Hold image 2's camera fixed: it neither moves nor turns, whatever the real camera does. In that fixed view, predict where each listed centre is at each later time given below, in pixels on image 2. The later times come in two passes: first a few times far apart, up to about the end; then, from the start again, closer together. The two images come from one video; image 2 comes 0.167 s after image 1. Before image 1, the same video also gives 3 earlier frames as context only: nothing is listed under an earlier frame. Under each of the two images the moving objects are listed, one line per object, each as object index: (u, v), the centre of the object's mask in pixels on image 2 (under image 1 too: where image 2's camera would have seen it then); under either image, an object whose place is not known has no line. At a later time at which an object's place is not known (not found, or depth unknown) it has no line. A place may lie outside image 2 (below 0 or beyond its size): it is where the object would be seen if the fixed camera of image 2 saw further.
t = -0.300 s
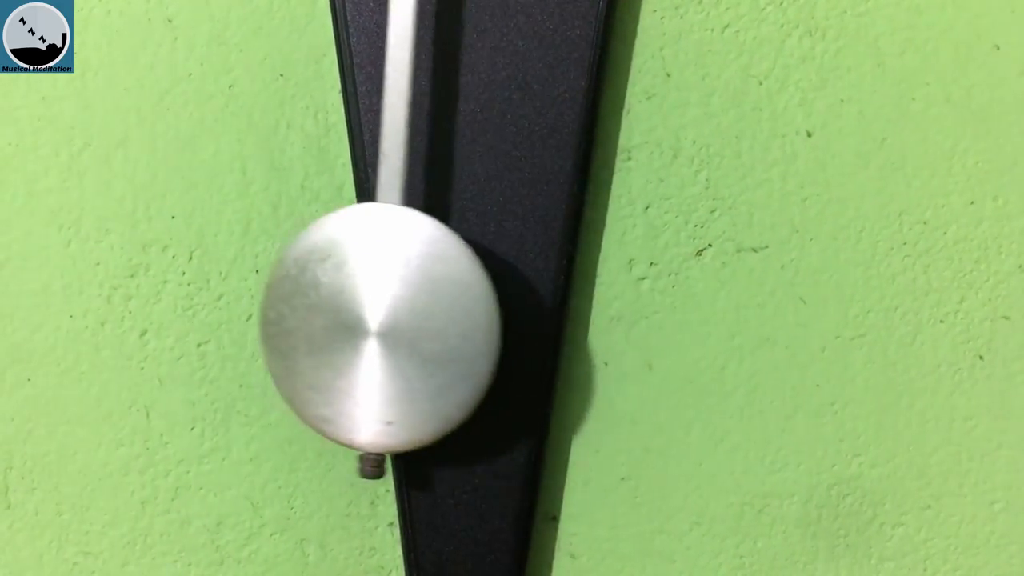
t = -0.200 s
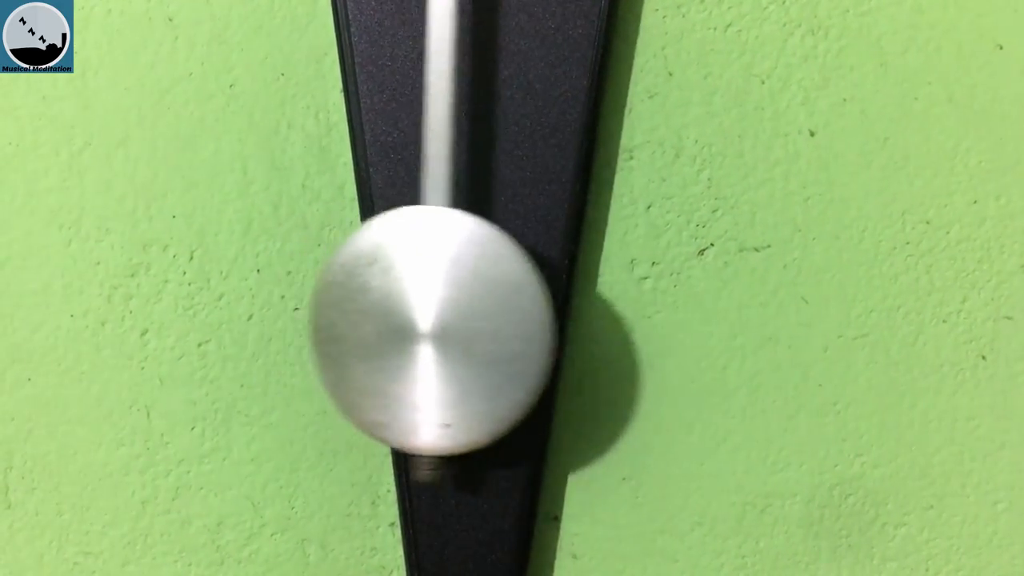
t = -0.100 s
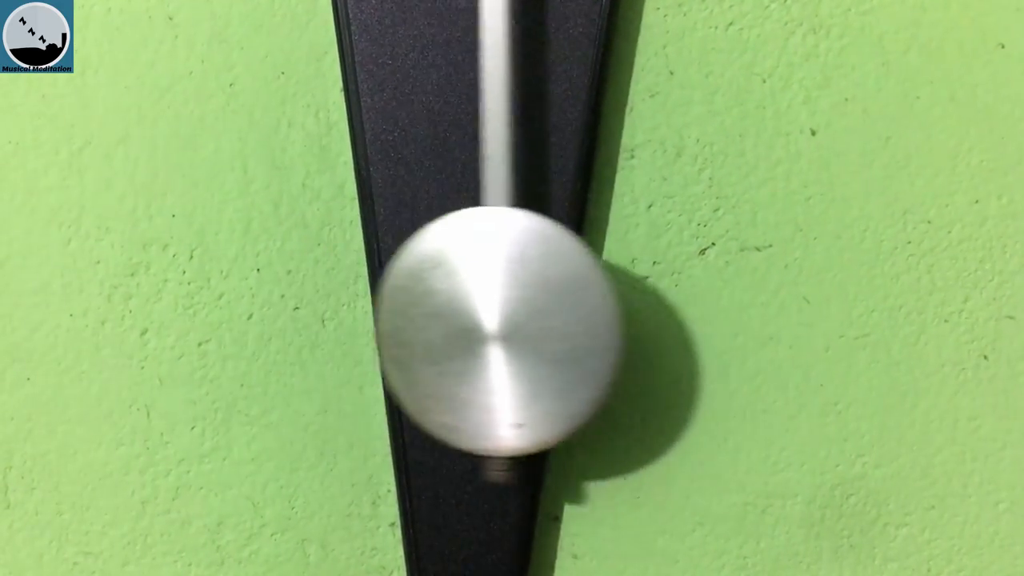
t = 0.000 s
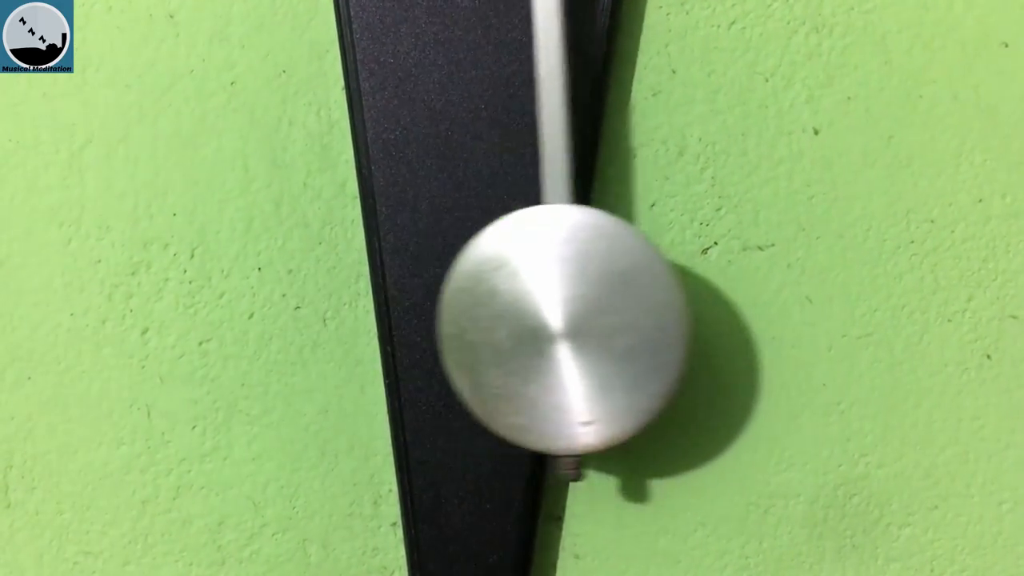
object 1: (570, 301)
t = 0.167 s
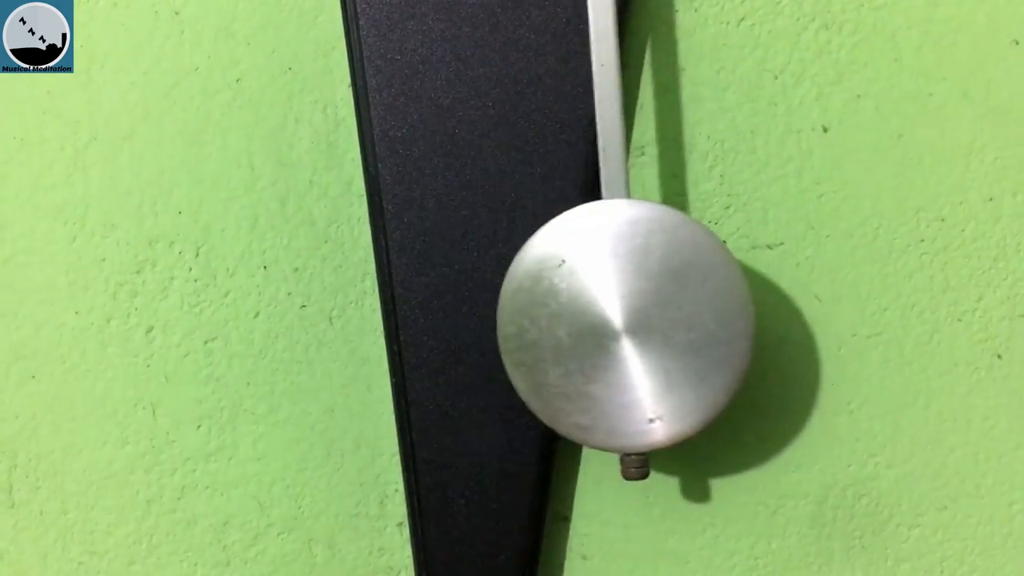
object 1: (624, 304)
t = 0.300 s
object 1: (596, 305)
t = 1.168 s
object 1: (566, 305)
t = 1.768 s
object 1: (422, 298)
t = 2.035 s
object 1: (399, 302)
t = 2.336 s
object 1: (573, 301)
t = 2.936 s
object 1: (424, 301)
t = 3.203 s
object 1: (395, 303)
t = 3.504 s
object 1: (565, 302)
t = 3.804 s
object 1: (596, 305)
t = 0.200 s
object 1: (623, 305)
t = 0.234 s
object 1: (618, 305)
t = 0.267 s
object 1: (609, 305)
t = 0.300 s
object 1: (596, 305)
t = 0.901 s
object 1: (411, 302)
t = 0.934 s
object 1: (427, 303)
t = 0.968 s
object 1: (445, 303)
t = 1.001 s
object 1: (464, 303)
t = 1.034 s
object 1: (485, 303)
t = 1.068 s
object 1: (506, 305)
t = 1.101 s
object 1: (527, 305)
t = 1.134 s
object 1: (547, 303)
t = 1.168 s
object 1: (566, 305)
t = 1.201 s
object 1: (583, 305)
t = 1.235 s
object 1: (597, 304)
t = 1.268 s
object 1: (608, 305)
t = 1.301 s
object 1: (615, 305)
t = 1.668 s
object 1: (480, 299)
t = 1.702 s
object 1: (459, 299)
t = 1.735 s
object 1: (440, 297)
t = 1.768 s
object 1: (422, 298)
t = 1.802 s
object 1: (407, 299)
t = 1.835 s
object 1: (394, 299)
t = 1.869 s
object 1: (385, 300)
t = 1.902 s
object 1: (380, 300)
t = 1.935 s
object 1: (379, 301)
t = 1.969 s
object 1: (381, 301)
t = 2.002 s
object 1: (388, 302)
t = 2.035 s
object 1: (399, 302)
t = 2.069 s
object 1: (412, 301)
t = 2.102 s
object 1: (429, 302)
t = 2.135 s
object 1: (448, 302)
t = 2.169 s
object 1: (468, 302)
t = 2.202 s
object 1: (490, 301)
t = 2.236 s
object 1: (511, 302)
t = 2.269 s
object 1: (533, 301)
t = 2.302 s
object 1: (554, 301)
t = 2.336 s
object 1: (573, 301)
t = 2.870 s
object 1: (463, 298)
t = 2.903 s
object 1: (442, 300)
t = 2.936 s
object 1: (424, 301)
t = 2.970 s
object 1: (408, 301)
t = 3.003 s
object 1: (395, 301)
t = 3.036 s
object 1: (386, 301)
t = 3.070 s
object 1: (380, 302)
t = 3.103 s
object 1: (378, 302)
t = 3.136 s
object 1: (380, 302)
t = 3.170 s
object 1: (386, 303)
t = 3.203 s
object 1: (395, 303)
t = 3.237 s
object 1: (409, 302)
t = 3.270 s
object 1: (425, 302)
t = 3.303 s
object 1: (443, 302)
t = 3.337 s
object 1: (463, 301)
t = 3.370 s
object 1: (484, 300)
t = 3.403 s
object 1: (505, 301)
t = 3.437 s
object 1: (525, 302)
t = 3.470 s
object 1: (545, 302)
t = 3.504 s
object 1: (565, 302)
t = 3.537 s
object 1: (581, 302)
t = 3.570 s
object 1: (596, 302)
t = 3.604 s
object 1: (607, 302)
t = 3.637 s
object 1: (615, 302)
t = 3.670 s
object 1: (619, 302)
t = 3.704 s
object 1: (619, 303)
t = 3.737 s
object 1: (615, 304)
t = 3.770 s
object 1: (607, 304)
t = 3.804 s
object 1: (596, 305)
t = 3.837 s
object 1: (582, 304)
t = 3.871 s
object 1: (564, 304)
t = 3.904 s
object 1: (545, 304)
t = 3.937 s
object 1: (525, 304)
